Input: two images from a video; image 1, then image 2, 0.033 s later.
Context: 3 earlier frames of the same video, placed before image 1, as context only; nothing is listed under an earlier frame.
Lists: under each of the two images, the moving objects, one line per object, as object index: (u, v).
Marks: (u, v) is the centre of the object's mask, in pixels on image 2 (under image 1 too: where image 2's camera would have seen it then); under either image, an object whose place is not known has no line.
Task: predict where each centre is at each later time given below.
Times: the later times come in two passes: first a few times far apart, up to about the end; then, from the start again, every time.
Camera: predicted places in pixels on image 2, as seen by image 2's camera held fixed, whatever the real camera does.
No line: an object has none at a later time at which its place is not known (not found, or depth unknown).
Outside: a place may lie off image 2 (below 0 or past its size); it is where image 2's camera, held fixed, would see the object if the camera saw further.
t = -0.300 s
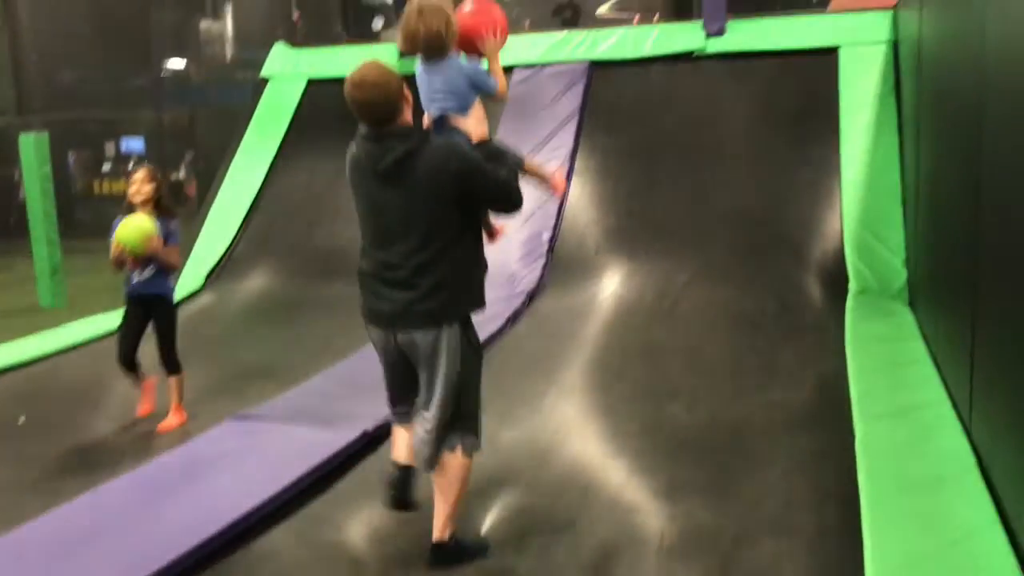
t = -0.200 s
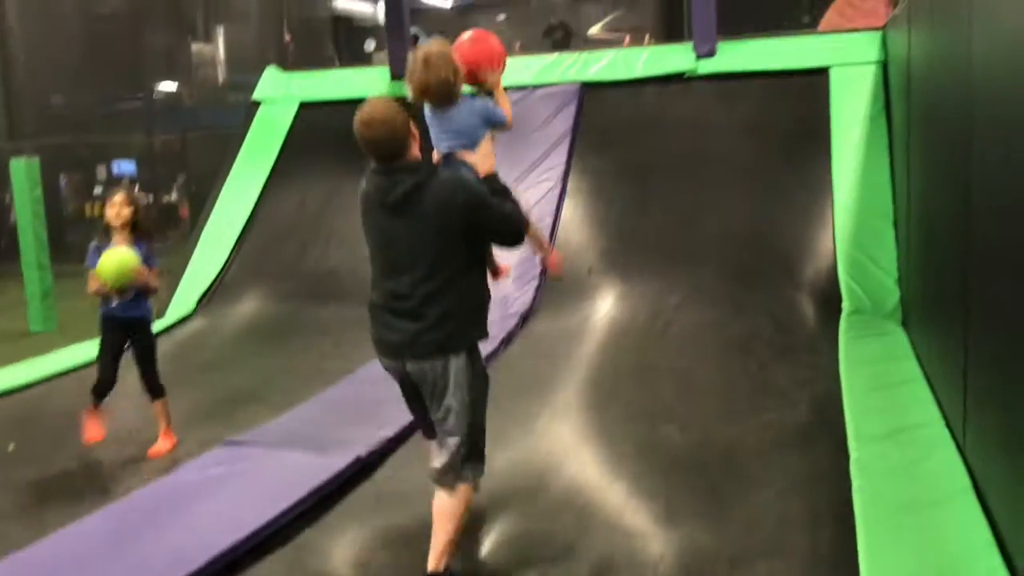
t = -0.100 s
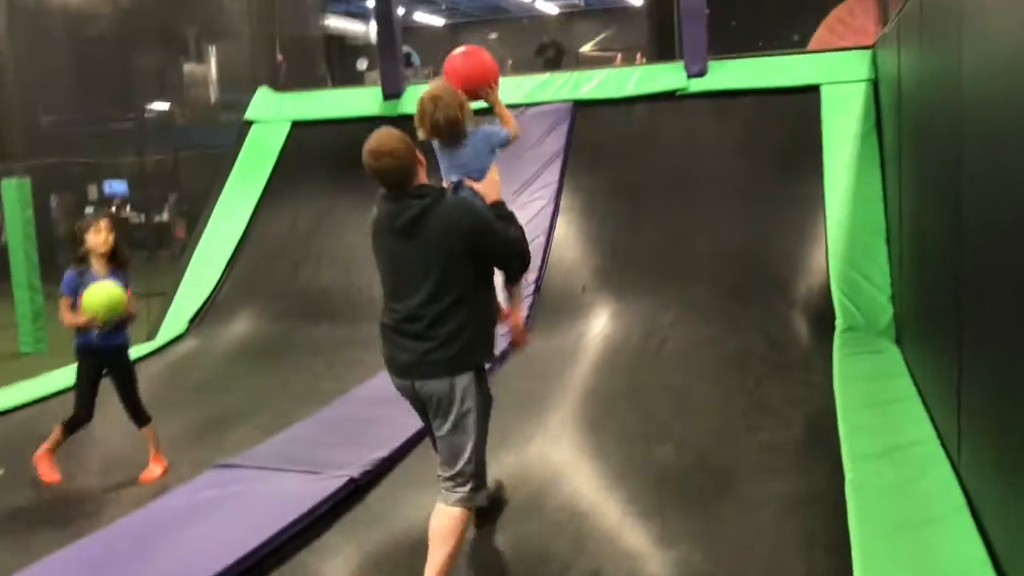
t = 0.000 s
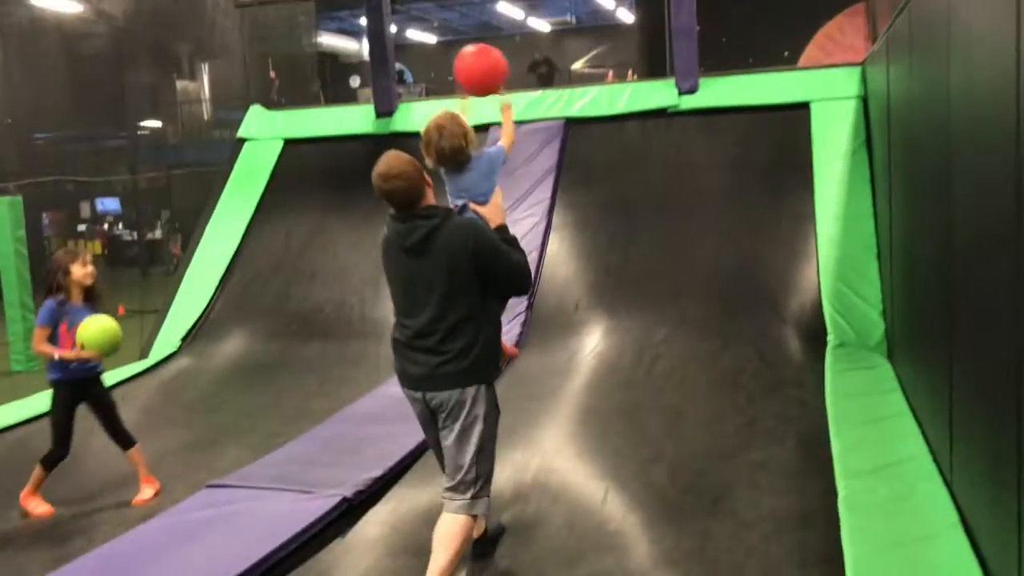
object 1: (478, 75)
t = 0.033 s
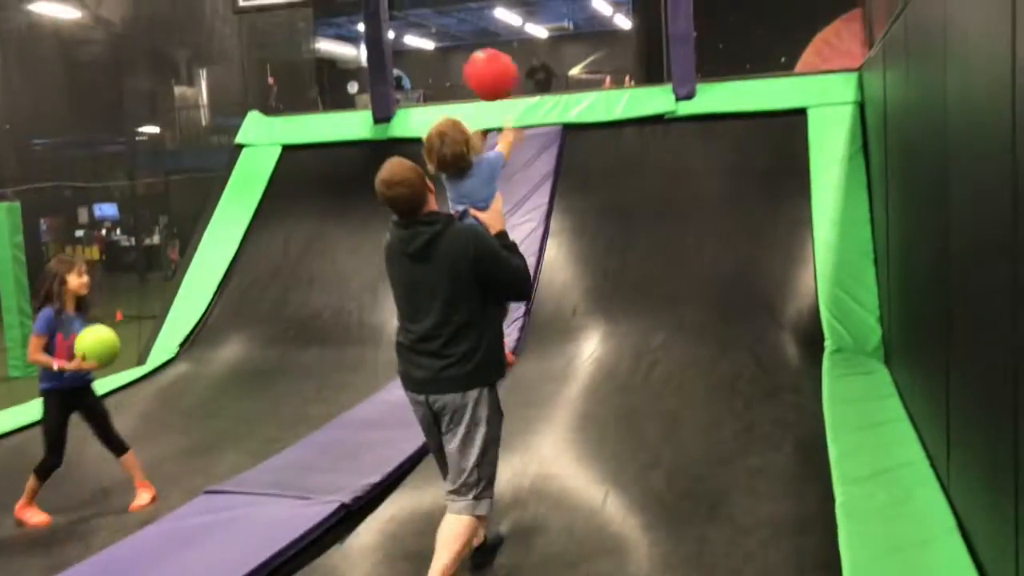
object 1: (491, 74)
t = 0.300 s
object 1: (577, 142)
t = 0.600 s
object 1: (650, 320)
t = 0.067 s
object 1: (503, 76)
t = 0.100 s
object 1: (515, 79)
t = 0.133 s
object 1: (527, 85)
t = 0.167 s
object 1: (537, 92)
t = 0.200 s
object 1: (548, 102)
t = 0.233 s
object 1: (558, 115)
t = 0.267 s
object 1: (569, 130)
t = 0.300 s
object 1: (577, 142)
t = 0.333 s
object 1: (586, 157)
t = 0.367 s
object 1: (595, 173)
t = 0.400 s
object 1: (604, 191)
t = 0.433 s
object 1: (613, 209)
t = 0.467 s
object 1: (621, 230)
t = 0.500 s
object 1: (628, 250)
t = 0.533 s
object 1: (637, 272)
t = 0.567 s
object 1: (643, 297)
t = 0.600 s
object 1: (650, 320)
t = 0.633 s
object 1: (657, 346)
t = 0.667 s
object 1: (658, 345)
